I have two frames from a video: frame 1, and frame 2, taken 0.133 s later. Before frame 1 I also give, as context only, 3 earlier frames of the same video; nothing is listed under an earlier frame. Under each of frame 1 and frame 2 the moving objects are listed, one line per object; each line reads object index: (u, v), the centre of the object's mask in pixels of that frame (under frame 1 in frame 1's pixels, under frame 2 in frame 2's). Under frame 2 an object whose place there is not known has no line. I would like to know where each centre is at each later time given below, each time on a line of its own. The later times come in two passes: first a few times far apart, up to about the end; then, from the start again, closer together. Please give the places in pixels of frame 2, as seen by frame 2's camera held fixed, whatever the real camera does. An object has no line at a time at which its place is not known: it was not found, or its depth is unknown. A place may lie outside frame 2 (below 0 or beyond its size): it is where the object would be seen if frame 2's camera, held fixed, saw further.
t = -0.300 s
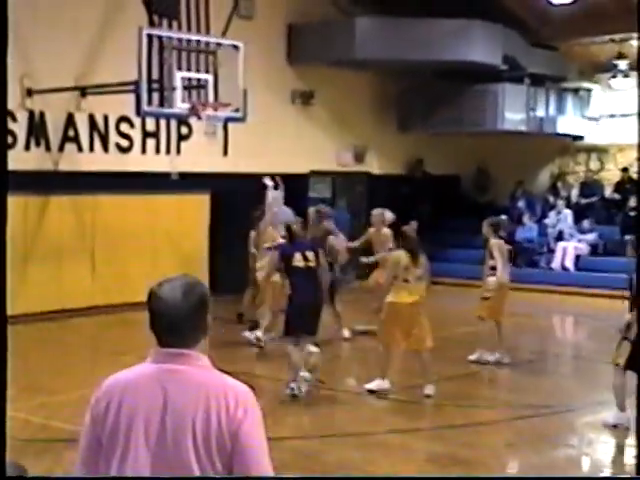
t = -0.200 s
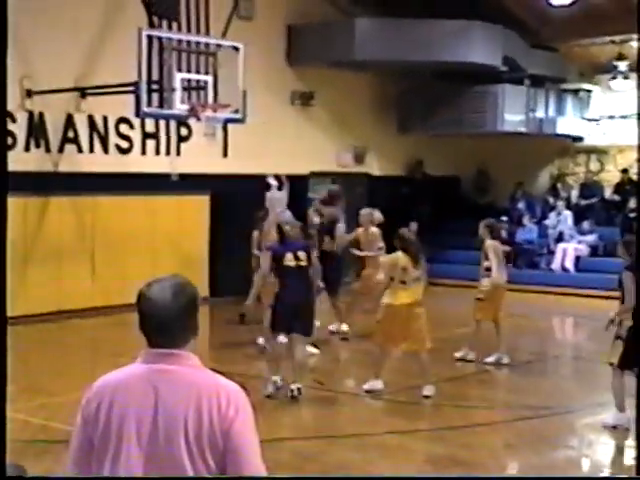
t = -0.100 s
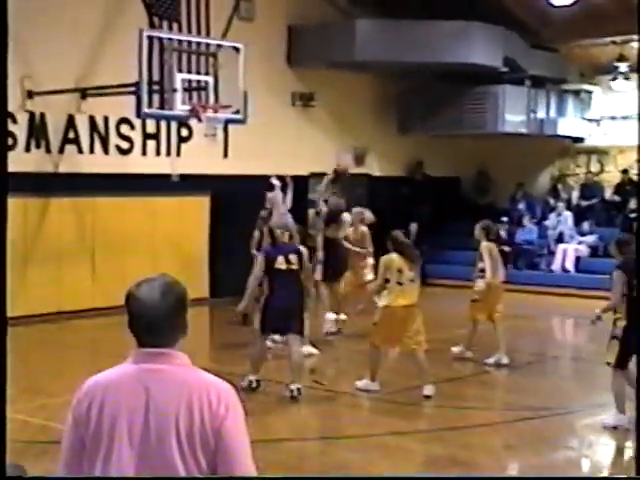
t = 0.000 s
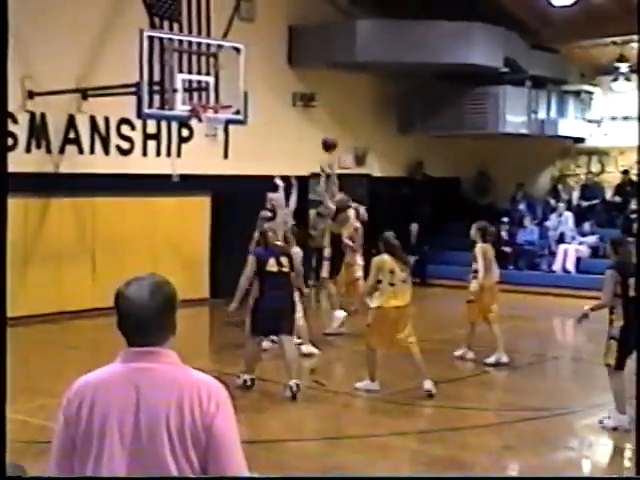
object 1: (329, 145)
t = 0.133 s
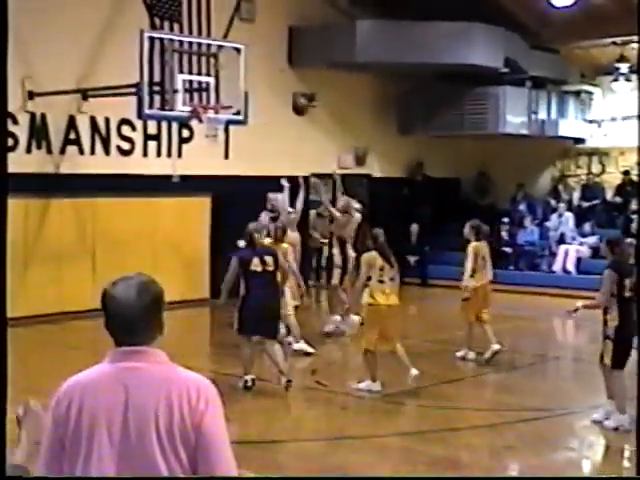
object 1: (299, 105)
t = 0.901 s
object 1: (211, 131)
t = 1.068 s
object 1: (215, 133)
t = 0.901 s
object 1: (211, 131)
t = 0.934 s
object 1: (212, 131)
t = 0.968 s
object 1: (212, 129)
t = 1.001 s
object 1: (212, 130)
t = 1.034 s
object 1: (214, 133)
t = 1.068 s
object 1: (215, 133)
